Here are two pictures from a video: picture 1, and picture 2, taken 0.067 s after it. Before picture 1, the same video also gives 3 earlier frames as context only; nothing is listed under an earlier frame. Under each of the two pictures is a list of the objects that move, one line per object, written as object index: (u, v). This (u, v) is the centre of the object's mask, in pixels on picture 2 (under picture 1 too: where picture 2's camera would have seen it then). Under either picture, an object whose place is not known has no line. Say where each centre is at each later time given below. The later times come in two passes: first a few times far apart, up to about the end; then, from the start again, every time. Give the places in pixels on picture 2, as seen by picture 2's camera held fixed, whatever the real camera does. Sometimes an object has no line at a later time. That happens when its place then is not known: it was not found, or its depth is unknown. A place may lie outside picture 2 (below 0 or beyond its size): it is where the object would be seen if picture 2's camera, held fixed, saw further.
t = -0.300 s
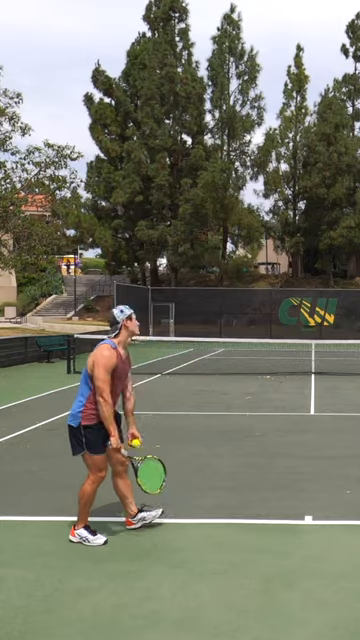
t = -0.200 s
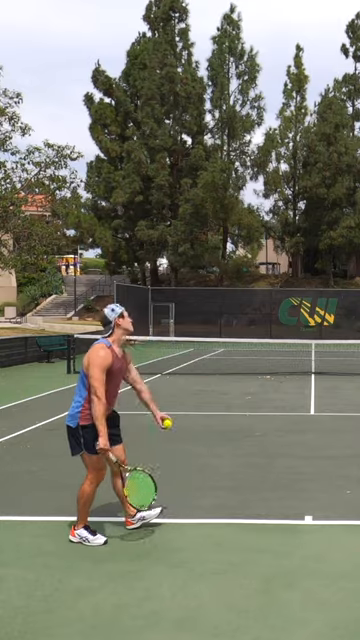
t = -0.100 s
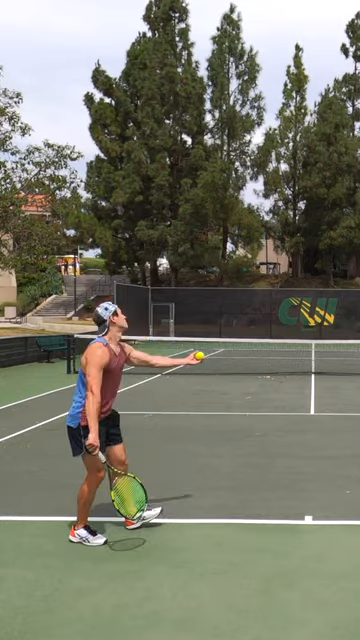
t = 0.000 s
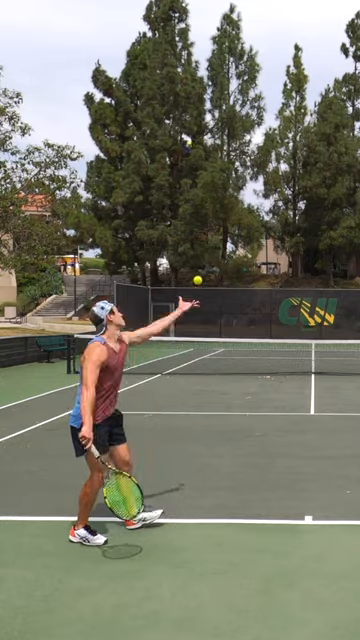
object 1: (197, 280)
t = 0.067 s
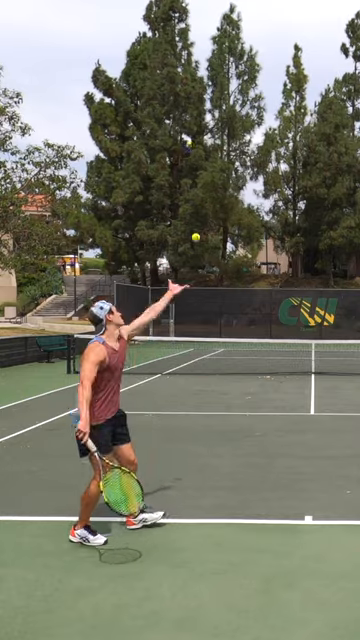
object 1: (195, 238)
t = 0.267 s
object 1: (190, 145)
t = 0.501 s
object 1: (184, 100)
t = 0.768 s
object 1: (179, 122)
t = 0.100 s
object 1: (194, 218)
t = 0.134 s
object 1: (194, 201)
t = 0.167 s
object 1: (192, 184)
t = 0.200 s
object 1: (191, 170)
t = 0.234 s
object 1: (191, 157)
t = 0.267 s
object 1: (190, 145)
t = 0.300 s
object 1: (190, 134)
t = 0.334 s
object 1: (188, 125)
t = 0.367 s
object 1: (187, 118)
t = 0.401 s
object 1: (187, 111)
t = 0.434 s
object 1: (186, 106)
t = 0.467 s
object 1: (185, 102)
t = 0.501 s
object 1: (184, 100)
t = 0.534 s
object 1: (184, 99)
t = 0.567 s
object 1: (183, 99)
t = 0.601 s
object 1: (182, 100)
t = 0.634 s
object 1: (182, 102)
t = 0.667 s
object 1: (181, 105)
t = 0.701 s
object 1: (180, 110)
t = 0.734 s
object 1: (179, 116)
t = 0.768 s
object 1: (179, 122)
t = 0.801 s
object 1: (179, 131)
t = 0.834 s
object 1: (178, 140)
